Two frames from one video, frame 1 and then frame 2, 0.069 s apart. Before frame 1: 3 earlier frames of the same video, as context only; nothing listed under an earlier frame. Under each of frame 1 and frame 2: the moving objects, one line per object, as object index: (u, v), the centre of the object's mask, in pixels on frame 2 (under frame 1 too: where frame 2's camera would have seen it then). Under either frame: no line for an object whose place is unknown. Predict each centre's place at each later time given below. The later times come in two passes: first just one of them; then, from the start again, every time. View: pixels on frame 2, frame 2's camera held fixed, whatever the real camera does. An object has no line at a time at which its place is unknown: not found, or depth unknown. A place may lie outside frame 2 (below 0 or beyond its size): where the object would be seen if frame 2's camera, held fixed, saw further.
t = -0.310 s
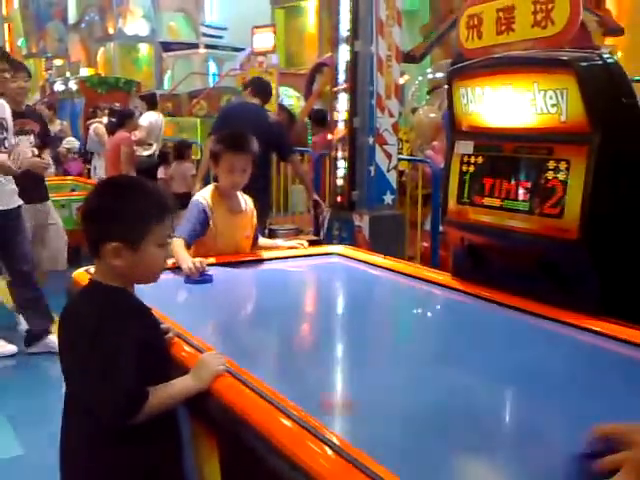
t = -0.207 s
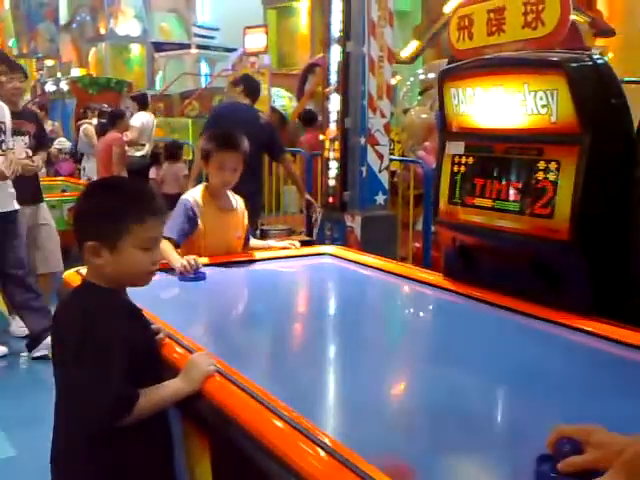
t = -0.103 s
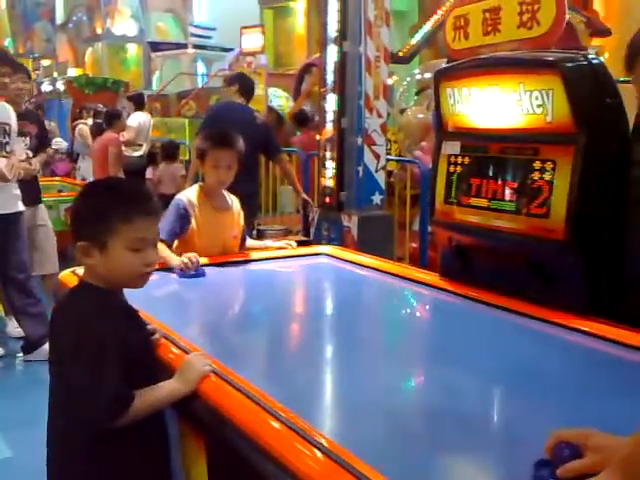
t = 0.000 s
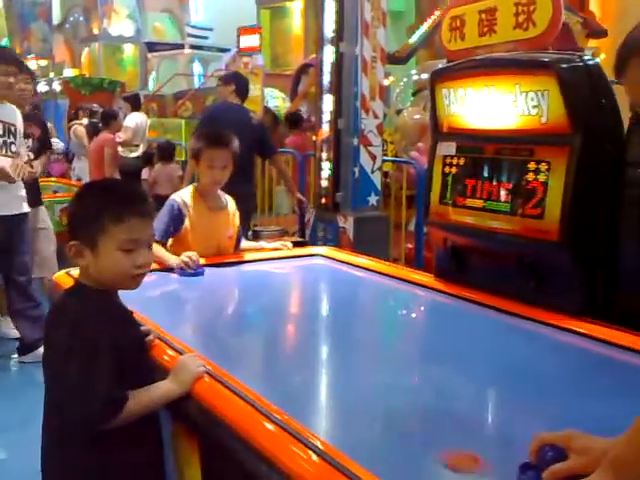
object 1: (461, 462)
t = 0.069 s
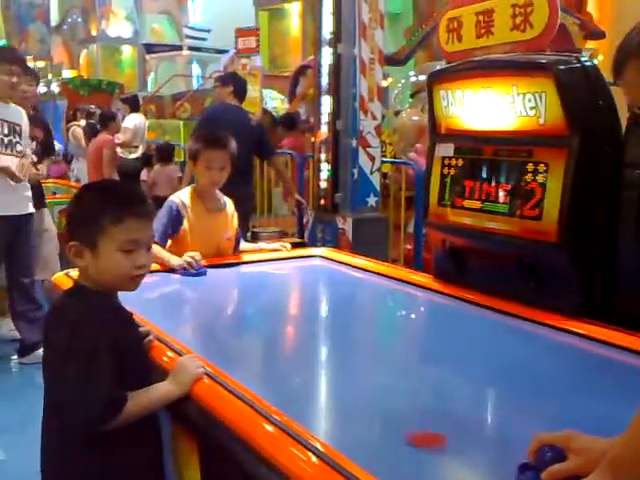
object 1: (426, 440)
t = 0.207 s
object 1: (369, 401)
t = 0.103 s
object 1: (410, 429)
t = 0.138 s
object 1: (396, 418)
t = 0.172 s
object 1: (382, 410)
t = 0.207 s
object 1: (369, 401)
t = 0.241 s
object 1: (357, 393)
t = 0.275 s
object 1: (344, 385)
